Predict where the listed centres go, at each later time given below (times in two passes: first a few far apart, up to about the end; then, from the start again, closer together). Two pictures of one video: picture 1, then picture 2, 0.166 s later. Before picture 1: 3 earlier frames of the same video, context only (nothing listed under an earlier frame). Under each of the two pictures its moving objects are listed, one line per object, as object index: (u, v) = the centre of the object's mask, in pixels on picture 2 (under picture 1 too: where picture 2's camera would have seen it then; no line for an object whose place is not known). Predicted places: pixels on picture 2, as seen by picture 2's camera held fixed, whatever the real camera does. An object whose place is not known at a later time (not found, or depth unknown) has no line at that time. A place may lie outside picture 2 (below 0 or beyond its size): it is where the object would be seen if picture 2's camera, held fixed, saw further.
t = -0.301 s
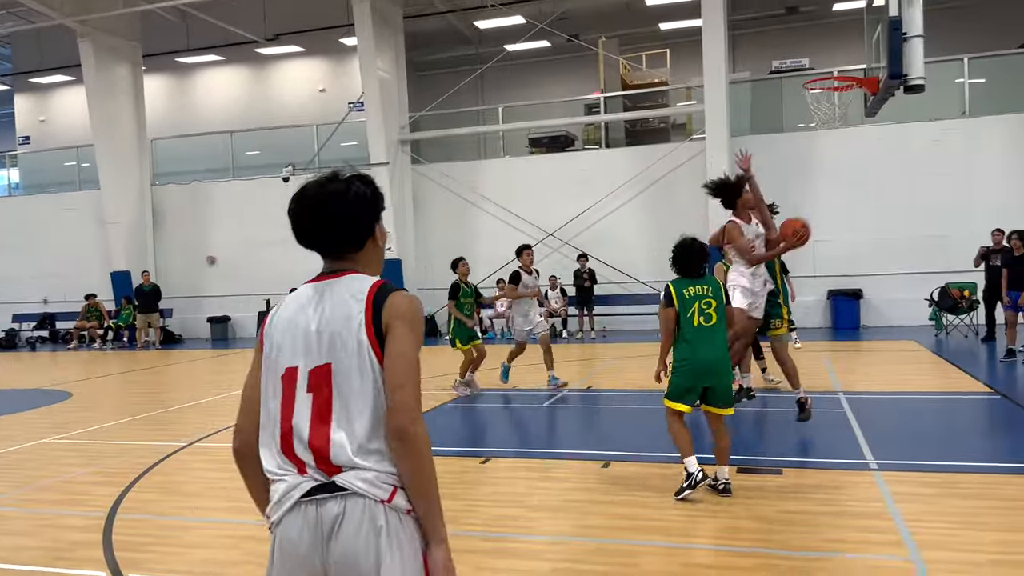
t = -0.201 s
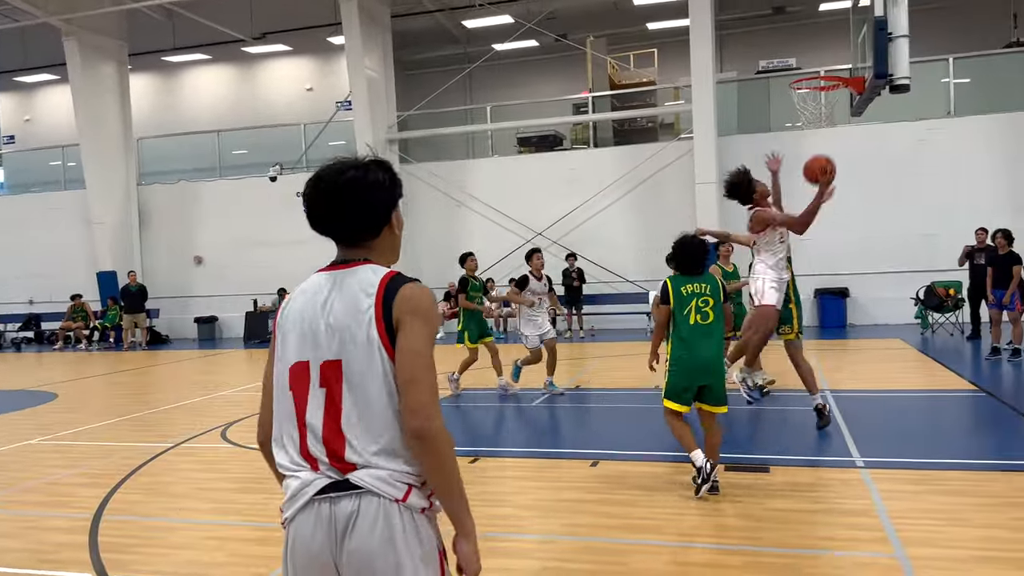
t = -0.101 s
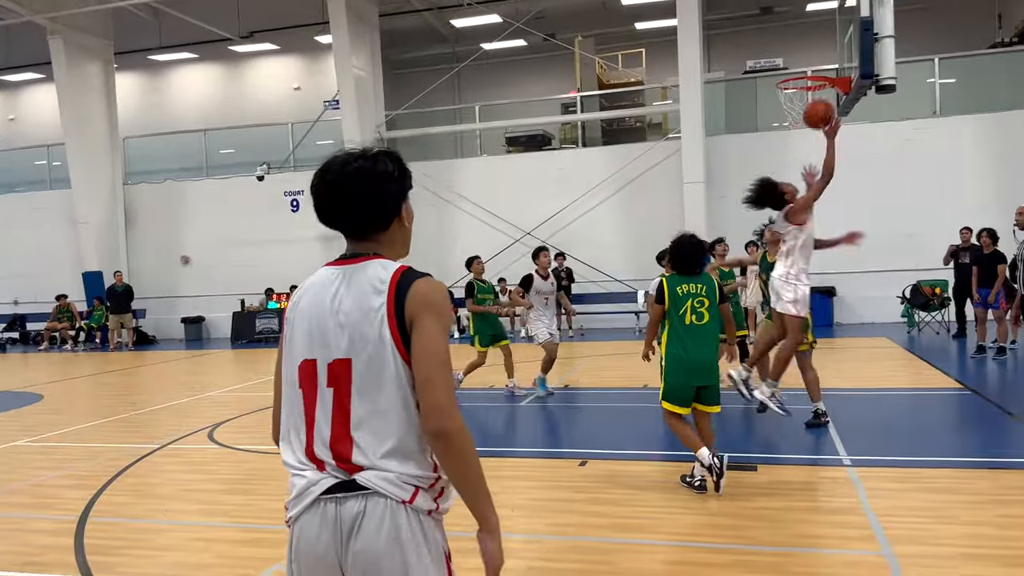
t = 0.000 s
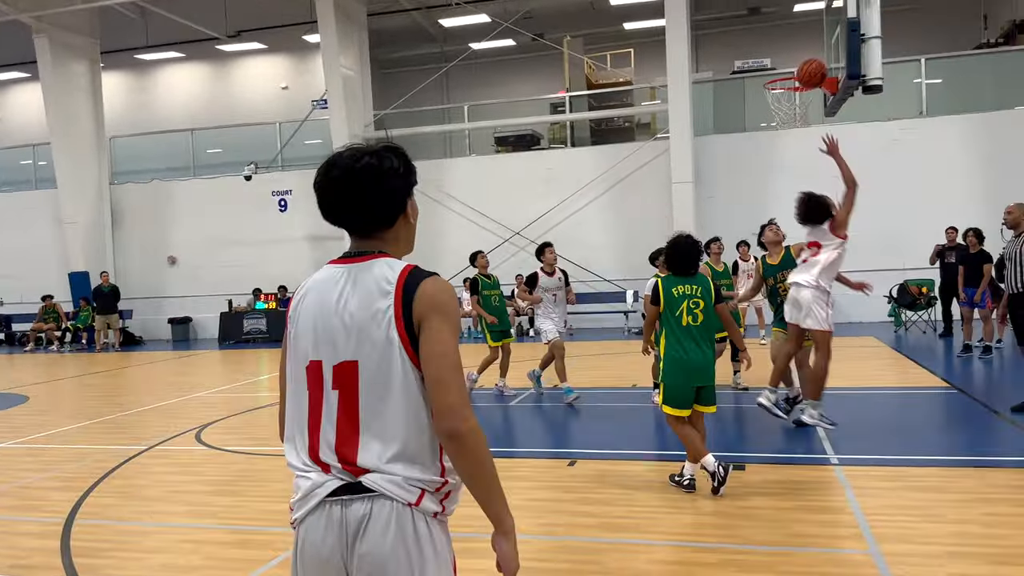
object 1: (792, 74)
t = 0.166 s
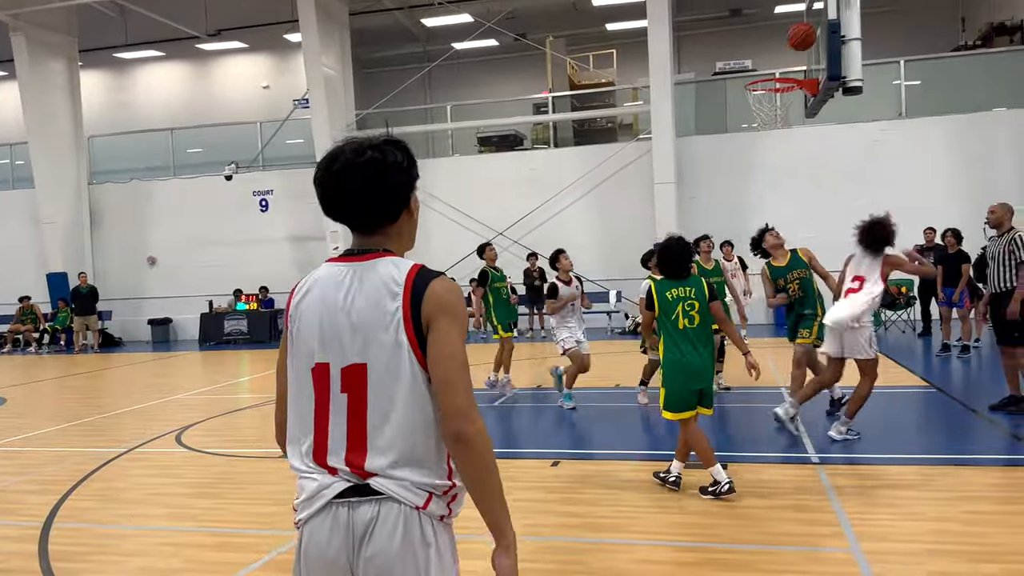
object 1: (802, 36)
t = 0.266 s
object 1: (804, 31)
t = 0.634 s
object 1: (773, 109)
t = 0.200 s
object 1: (803, 33)
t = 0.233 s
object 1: (805, 31)
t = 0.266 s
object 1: (804, 31)
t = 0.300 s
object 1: (801, 32)
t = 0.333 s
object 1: (799, 34)
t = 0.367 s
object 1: (797, 37)
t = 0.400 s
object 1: (794, 42)
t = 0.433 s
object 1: (791, 49)
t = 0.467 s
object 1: (790, 56)
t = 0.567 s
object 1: (778, 85)
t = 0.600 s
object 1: (775, 96)
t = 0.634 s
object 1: (773, 109)
